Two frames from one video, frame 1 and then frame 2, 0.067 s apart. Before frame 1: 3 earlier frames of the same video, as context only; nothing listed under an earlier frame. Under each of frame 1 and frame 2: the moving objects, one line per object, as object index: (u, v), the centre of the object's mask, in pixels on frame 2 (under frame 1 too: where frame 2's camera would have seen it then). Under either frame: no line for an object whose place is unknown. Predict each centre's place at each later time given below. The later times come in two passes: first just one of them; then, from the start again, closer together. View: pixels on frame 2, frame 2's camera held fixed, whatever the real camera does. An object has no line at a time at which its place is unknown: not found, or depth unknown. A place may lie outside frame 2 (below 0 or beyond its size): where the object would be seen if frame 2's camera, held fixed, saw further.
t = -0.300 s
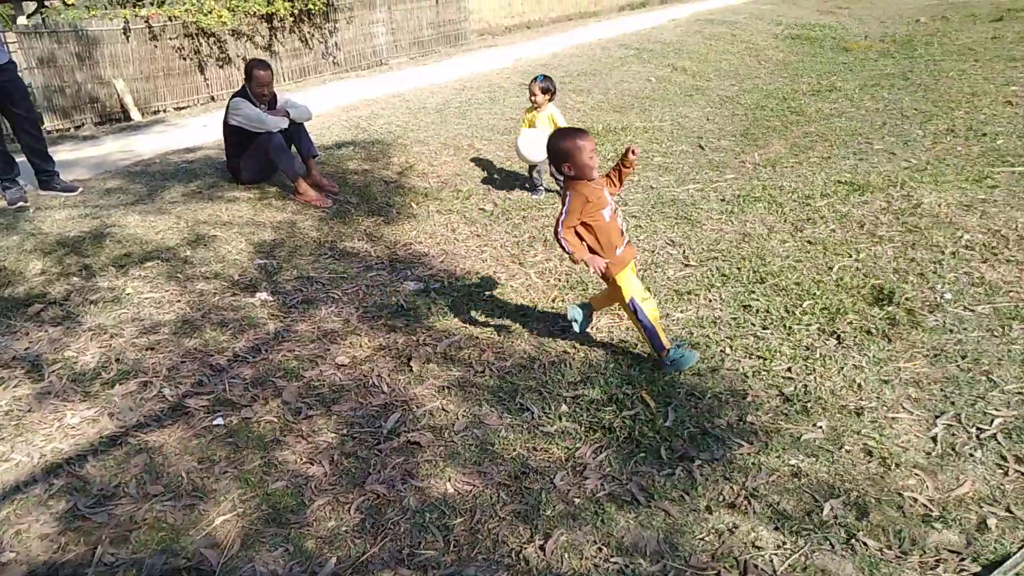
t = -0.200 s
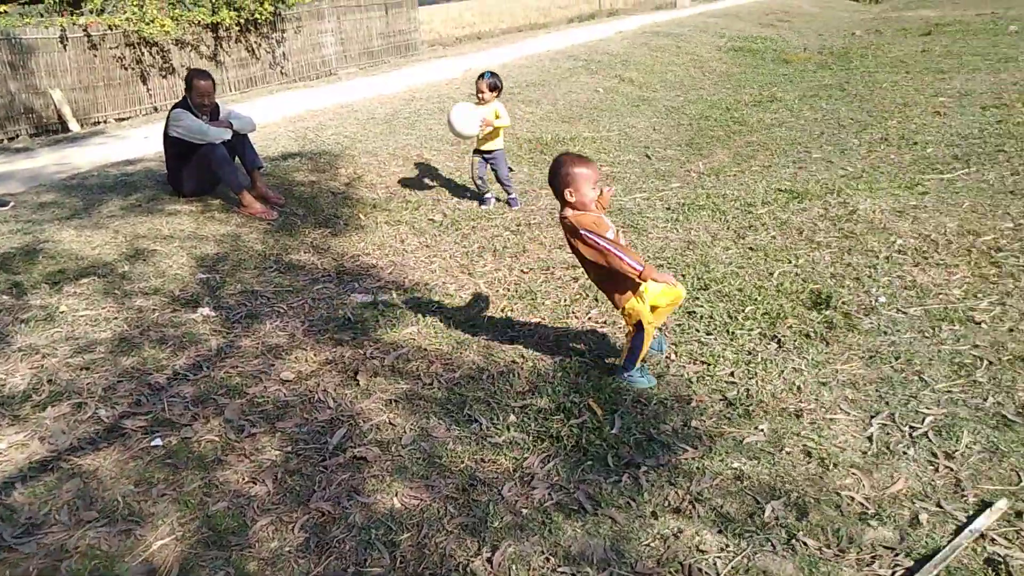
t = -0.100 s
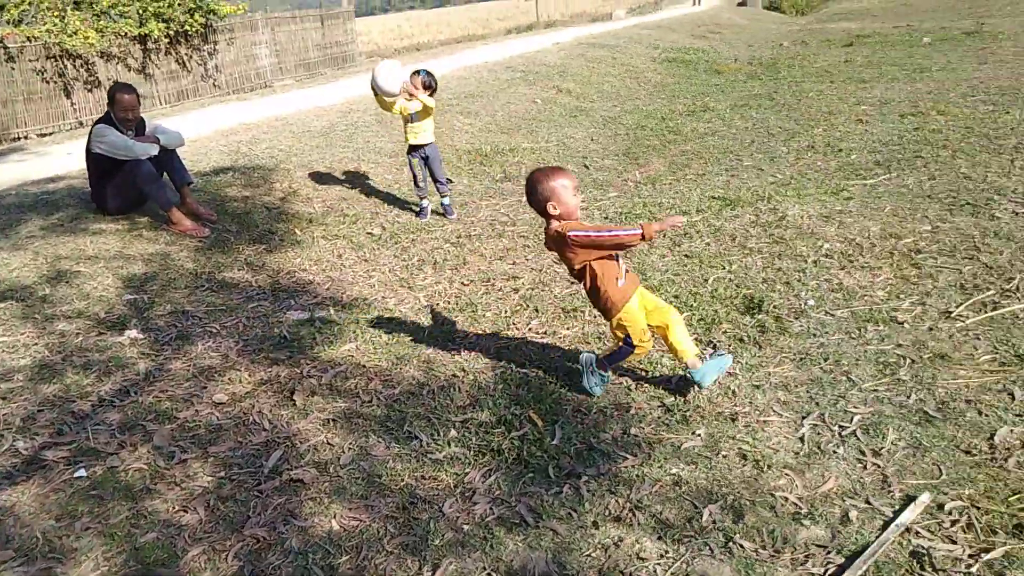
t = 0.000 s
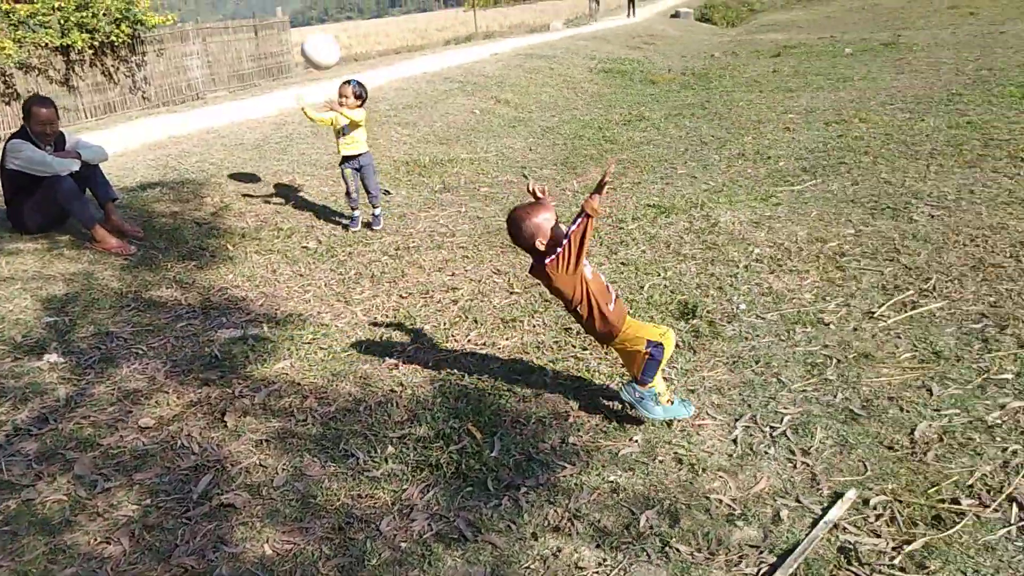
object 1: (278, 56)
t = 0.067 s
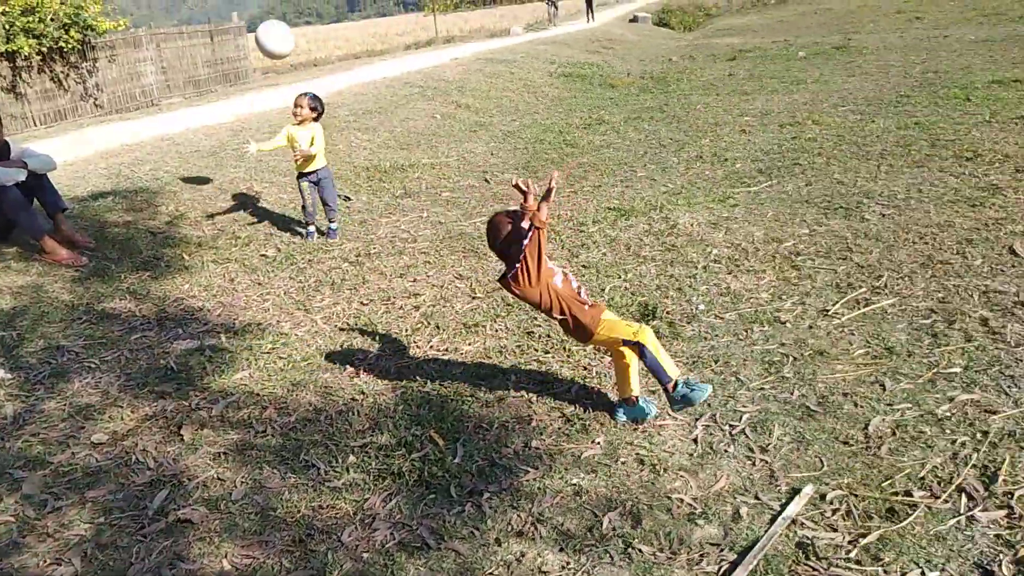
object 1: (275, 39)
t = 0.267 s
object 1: (278, 38)
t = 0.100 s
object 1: (274, 34)
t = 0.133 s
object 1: (273, 32)
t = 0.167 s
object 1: (274, 30)
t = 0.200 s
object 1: (275, 31)
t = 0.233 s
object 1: (276, 34)
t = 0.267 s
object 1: (278, 38)
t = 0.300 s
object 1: (276, 44)
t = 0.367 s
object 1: (286, 61)
